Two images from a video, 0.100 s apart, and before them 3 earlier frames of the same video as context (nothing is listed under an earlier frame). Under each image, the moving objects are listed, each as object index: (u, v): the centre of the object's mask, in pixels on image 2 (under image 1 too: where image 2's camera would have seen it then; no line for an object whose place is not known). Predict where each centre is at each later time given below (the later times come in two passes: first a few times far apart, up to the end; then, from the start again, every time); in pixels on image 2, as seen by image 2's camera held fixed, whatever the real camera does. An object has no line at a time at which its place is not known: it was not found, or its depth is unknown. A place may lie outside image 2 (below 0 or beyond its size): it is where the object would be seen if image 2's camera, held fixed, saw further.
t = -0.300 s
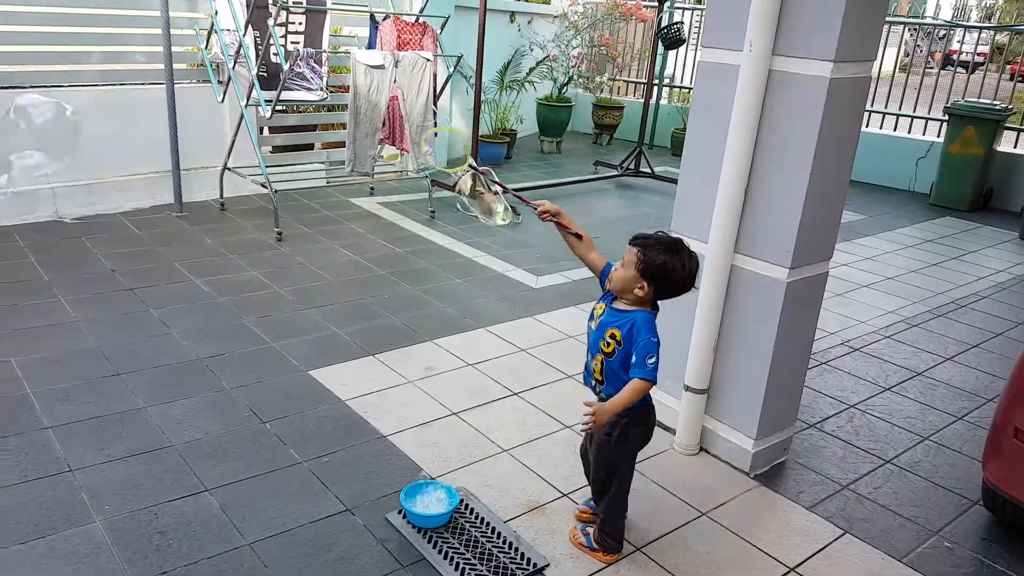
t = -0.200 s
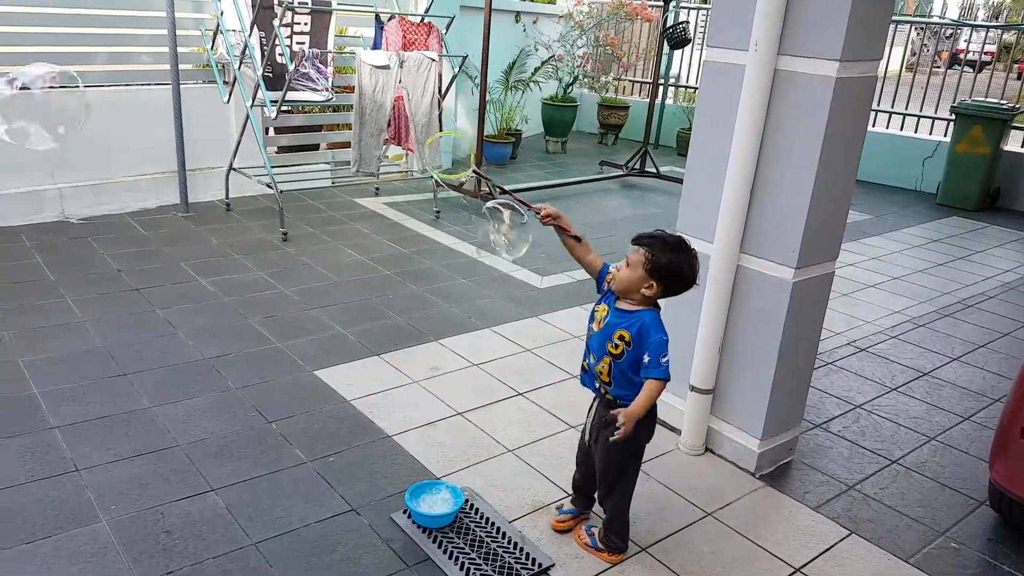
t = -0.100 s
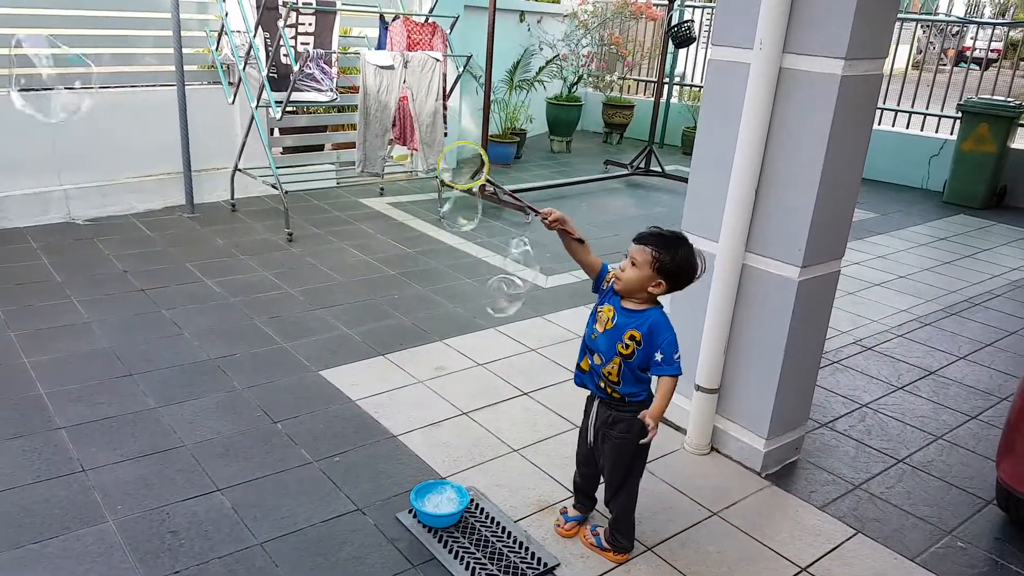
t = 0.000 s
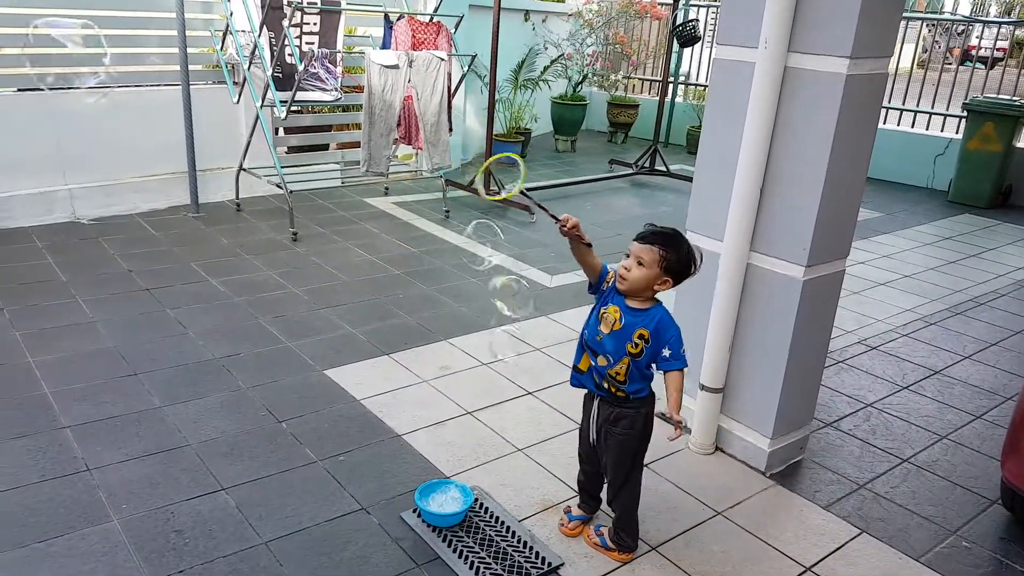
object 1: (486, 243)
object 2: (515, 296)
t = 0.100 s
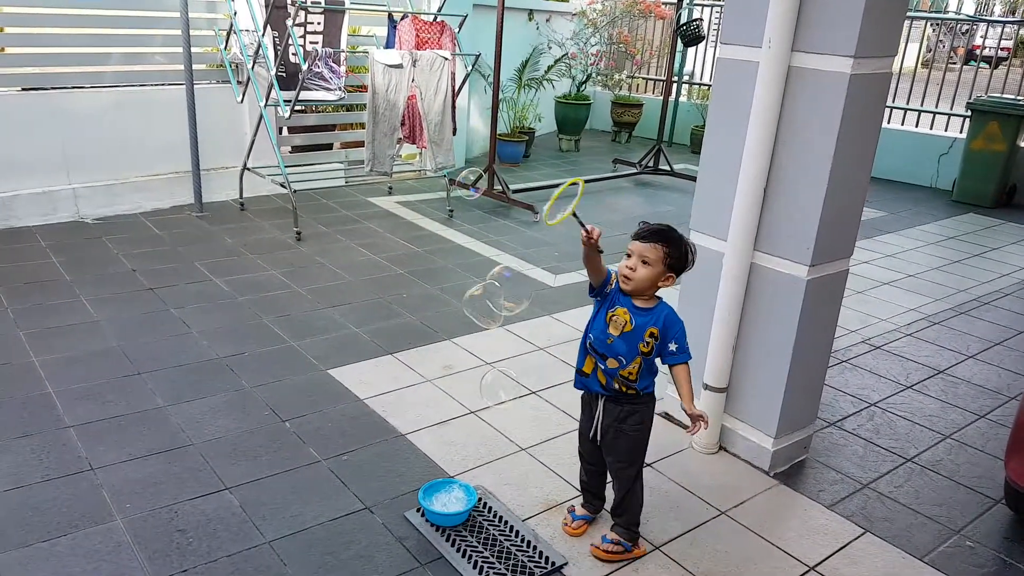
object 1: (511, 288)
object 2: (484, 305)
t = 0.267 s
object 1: (525, 335)
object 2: (430, 283)
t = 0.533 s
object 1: (524, 371)
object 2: (398, 269)
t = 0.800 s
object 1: (515, 377)
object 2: (373, 284)
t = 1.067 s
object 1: (497, 390)
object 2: (340, 293)
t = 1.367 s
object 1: (483, 400)
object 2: (288, 281)
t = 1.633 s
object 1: (473, 411)
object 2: (247, 251)
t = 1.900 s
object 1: (456, 424)
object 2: (214, 223)
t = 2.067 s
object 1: (444, 438)
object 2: (198, 206)
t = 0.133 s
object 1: (513, 302)
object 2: (472, 303)
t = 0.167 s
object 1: (516, 306)
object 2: (461, 300)
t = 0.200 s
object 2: (455, 301)
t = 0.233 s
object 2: (441, 288)
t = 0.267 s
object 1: (525, 335)
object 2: (430, 283)
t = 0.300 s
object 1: (526, 349)
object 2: (423, 280)
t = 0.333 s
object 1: (527, 357)
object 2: (420, 275)
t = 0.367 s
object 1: (525, 362)
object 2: (414, 273)
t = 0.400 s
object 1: (526, 366)
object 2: (410, 272)
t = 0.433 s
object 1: (525, 366)
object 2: (407, 270)
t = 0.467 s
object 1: (525, 368)
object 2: (404, 268)
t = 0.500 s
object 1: (525, 369)
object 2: (401, 269)
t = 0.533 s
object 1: (524, 371)
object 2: (398, 269)
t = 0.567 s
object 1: (524, 372)
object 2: (396, 269)
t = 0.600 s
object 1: (523, 372)
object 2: (393, 271)
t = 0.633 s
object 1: (522, 372)
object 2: (389, 273)
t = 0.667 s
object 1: (521, 373)
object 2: (387, 274)
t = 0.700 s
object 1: (519, 373)
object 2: (384, 277)
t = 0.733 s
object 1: (517, 374)
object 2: (380, 279)
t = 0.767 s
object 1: (517, 376)
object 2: (378, 281)
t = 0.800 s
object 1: (515, 377)
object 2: (373, 284)
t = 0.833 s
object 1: (513, 379)
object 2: (369, 286)
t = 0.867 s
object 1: (511, 380)
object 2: (366, 288)
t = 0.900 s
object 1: (508, 382)
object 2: (362, 289)
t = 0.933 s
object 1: (507, 385)
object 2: (358, 291)
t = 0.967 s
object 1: (504, 387)
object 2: (354, 291)
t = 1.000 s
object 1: (502, 389)
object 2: (350, 293)
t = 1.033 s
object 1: (500, 390)
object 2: (345, 293)
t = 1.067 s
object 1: (497, 390)
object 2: (340, 293)
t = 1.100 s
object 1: (495, 393)
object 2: (336, 292)
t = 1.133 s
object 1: (494, 393)
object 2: (331, 292)
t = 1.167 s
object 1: (491, 394)
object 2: (325, 292)
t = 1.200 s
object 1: (490, 394)
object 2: (319, 291)
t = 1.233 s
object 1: (488, 396)
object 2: (313, 290)
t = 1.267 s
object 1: (487, 396)
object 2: (307, 289)
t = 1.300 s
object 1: (487, 397)
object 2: (300, 286)
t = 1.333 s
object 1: (485, 397)
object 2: (295, 284)
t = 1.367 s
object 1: (483, 400)
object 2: (288, 281)
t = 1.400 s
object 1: (483, 400)
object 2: (284, 275)
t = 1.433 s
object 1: (482, 401)
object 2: (277, 274)
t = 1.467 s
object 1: (480, 405)
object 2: (273, 271)
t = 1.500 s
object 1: (479, 407)
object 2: (266, 267)
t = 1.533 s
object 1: (477, 407)
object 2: (262, 263)
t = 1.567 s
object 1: (476, 409)
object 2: (256, 259)
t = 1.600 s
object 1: (475, 409)
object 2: (252, 256)
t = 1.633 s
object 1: (473, 411)
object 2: (247, 251)
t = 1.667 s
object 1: (471, 412)
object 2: (243, 248)
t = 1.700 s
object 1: (469, 413)
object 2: (239, 244)
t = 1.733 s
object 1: (468, 415)
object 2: (234, 240)
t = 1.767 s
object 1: (466, 417)
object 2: (230, 236)
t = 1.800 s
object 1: (463, 418)
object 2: (225, 233)
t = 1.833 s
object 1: (460, 420)
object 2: (221, 230)
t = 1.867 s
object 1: (458, 422)
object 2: (217, 226)
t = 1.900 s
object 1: (456, 424)
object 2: (214, 223)
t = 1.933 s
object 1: (454, 425)
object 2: (210, 220)
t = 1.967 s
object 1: (451, 428)
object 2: (206, 216)
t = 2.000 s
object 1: (448, 431)
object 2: (203, 213)
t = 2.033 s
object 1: (446, 434)
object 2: (200, 210)
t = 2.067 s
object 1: (444, 438)
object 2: (198, 206)
